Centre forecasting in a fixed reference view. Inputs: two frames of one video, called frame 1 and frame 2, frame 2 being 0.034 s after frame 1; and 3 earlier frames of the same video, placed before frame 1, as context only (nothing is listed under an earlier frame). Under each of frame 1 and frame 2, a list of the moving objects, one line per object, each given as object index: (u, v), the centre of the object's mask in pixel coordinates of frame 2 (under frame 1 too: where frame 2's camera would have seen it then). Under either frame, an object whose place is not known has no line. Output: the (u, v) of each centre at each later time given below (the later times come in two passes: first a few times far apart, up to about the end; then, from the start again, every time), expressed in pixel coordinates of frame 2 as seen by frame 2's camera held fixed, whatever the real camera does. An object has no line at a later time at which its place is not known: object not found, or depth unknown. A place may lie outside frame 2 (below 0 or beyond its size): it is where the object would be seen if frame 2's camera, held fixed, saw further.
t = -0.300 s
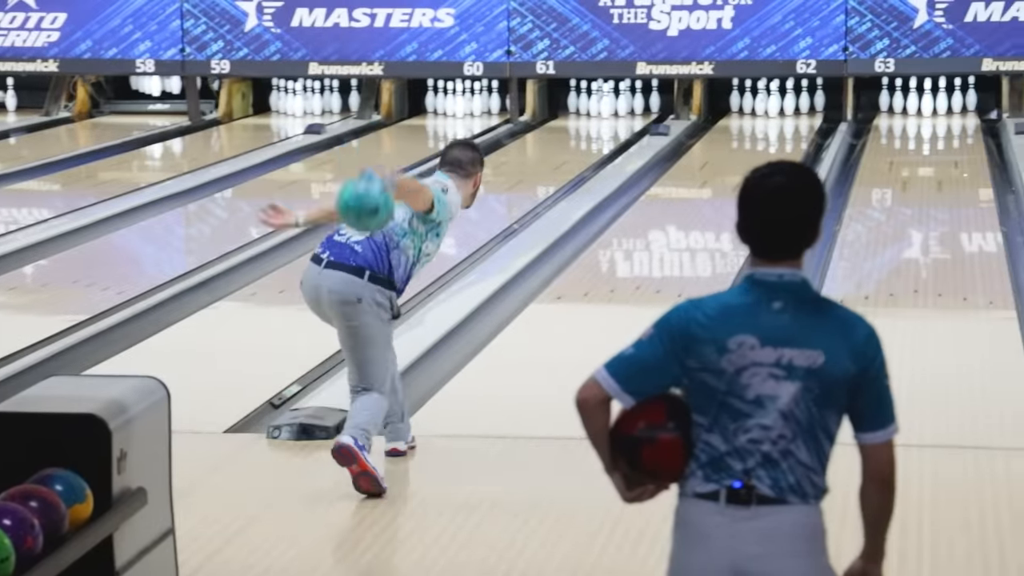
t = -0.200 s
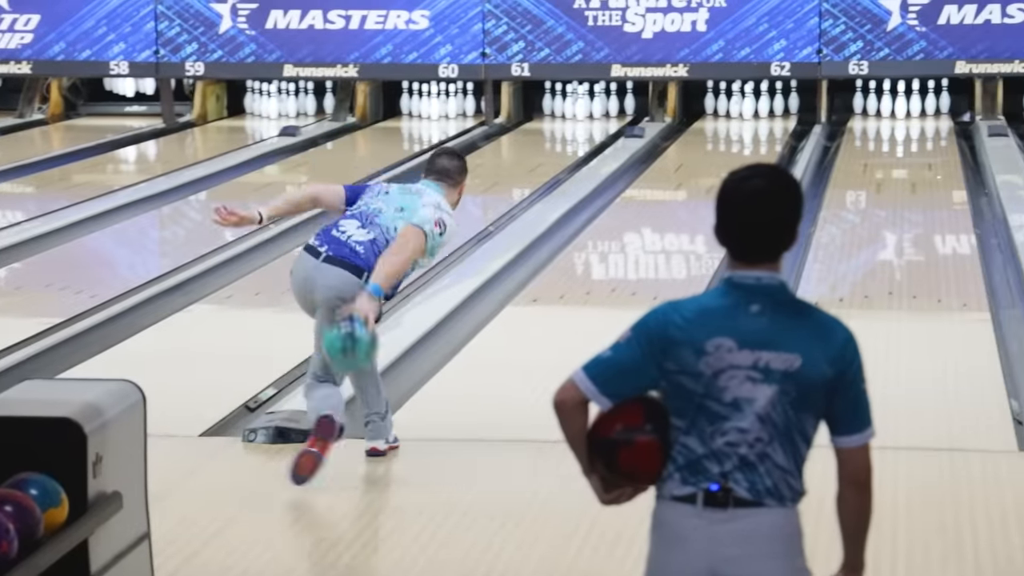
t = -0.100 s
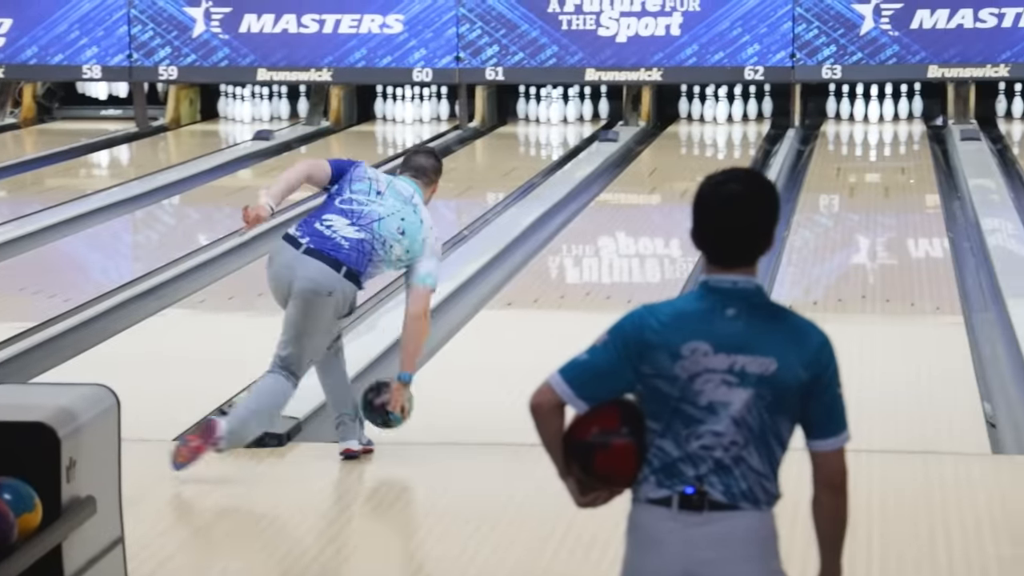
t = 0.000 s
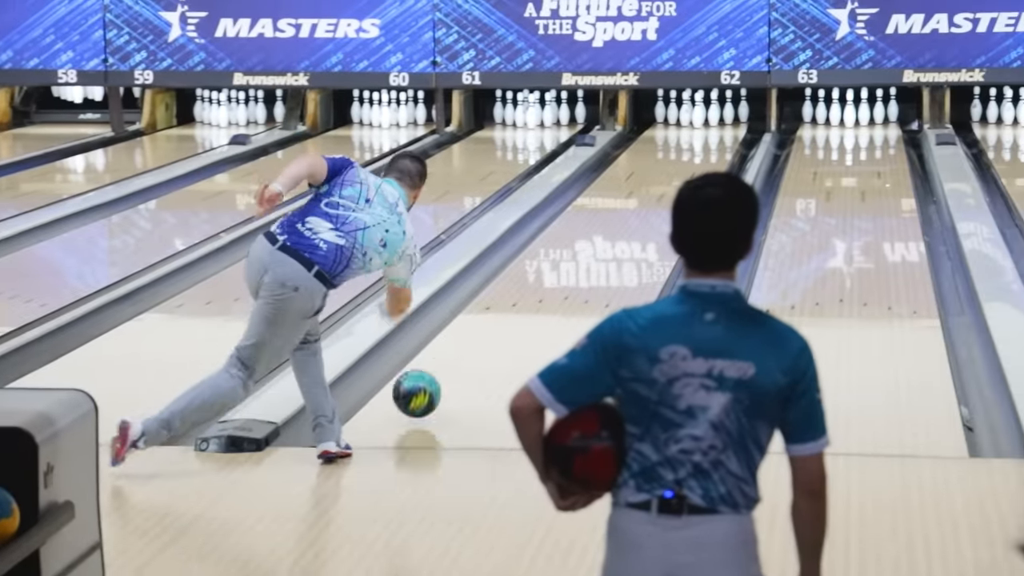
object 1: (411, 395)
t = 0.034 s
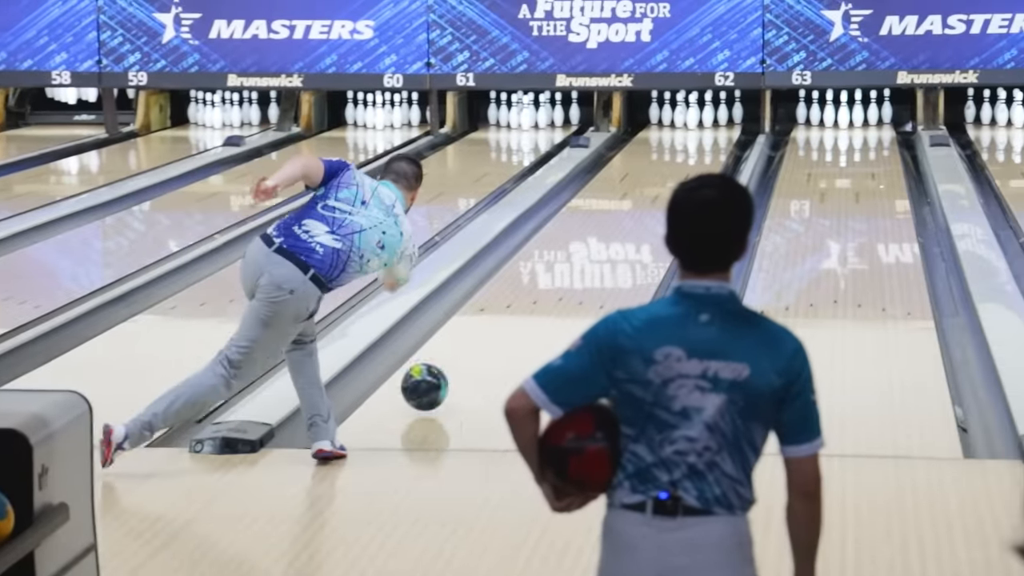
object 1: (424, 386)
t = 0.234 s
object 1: (493, 338)
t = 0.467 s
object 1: (553, 290)
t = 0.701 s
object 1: (601, 252)
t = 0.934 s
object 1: (638, 222)
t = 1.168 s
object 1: (667, 196)
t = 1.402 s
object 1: (690, 173)
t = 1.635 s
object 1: (706, 157)
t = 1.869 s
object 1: (711, 143)
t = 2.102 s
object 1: (706, 130)
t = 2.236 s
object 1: (700, 123)
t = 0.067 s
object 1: (437, 380)
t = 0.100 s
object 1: (449, 371)
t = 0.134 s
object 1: (460, 362)
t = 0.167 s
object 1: (471, 354)
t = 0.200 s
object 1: (482, 346)
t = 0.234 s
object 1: (493, 338)
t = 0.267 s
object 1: (502, 330)
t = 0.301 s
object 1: (512, 323)
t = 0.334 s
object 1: (520, 316)
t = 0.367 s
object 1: (529, 309)
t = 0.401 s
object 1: (537, 302)
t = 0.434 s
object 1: (546, 297)
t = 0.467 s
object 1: (553, 290)
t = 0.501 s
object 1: (560, 284)
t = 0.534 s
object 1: (568, 278)
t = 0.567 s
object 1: (575, 273)
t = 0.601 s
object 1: (582, 267)
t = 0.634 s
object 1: (588, 262)
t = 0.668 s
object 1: (594, 257)
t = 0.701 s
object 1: (601, 252)
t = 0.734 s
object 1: (606, 247)
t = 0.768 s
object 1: (612, 243)
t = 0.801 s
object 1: (617, 238)
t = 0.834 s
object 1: (623, 234)
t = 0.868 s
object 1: (628, 230)
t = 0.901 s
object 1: (633, 225)
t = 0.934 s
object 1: (638, 222)
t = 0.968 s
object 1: (643, 218)
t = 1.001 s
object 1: (647, 214)
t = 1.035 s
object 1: (652, 210)
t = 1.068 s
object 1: (656, 207)
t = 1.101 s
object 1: (660, 203)
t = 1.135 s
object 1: (664, 200)
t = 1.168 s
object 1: (667, 196)
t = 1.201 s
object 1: (671, 192)
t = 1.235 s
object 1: (673, 189)
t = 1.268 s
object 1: (677, 185)
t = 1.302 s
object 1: (679, 182)
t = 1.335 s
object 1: (684, 179)
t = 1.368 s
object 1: (688, 176)
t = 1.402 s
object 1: (690, 173)
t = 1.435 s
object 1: (693, 171)
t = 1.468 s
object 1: (696, 169)
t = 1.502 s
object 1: (698, 167)
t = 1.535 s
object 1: (700, 165)
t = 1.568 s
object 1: (702, 162)
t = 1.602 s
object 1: (705, 160)
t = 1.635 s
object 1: (706, 157)
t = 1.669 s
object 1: (707, 154)
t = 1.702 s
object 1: (709, 152)
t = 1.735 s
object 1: (709, 150)
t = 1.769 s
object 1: (710, 148)
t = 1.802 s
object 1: (709, 146)
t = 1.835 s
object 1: (711, 145)
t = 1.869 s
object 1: (711, 143)
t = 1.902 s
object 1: (711, 140)
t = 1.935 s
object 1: (710, 139)
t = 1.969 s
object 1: (710, 137)
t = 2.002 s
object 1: (709, 134)
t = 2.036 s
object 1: (708, 133)
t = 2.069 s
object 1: (707, 132)
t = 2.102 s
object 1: (706, 130)
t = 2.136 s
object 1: (705, 128)
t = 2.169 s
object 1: (703, 127)
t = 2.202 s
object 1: (702, 125)
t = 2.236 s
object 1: (700, 123)
